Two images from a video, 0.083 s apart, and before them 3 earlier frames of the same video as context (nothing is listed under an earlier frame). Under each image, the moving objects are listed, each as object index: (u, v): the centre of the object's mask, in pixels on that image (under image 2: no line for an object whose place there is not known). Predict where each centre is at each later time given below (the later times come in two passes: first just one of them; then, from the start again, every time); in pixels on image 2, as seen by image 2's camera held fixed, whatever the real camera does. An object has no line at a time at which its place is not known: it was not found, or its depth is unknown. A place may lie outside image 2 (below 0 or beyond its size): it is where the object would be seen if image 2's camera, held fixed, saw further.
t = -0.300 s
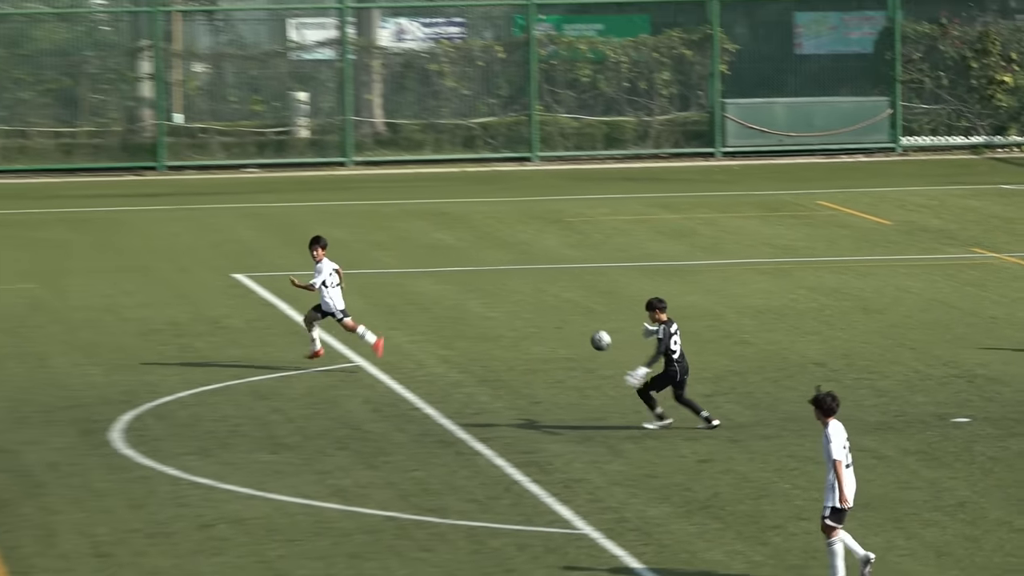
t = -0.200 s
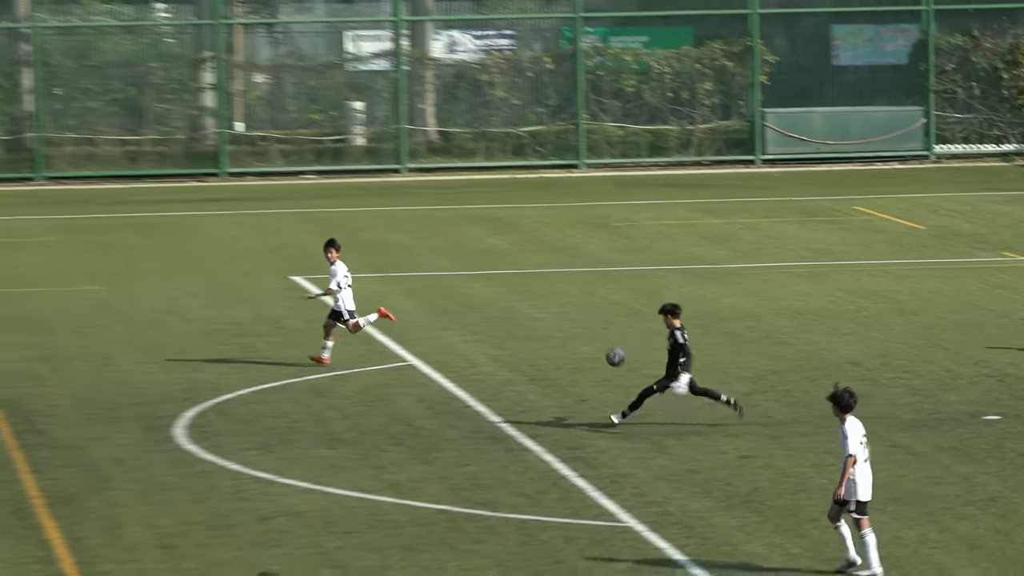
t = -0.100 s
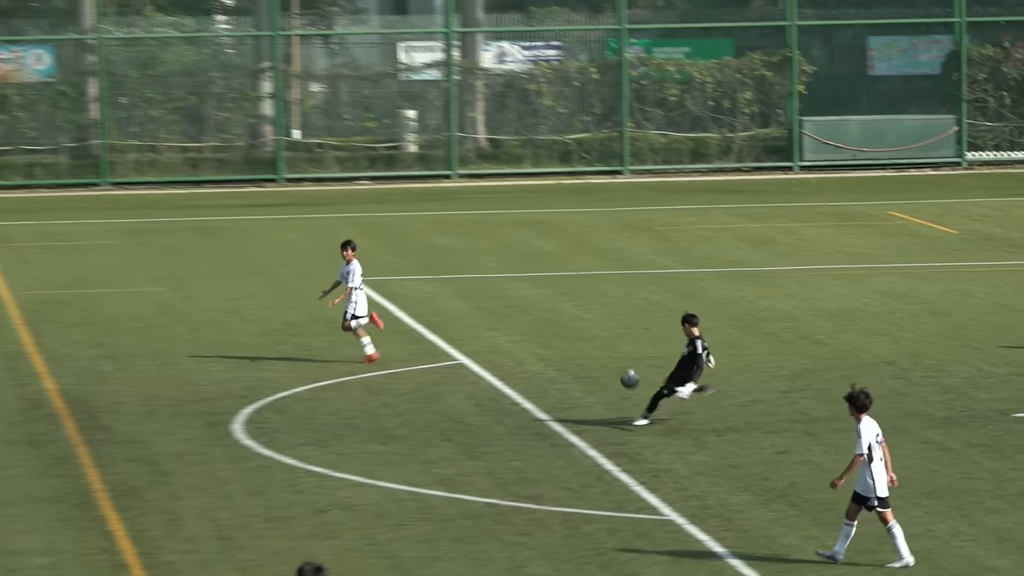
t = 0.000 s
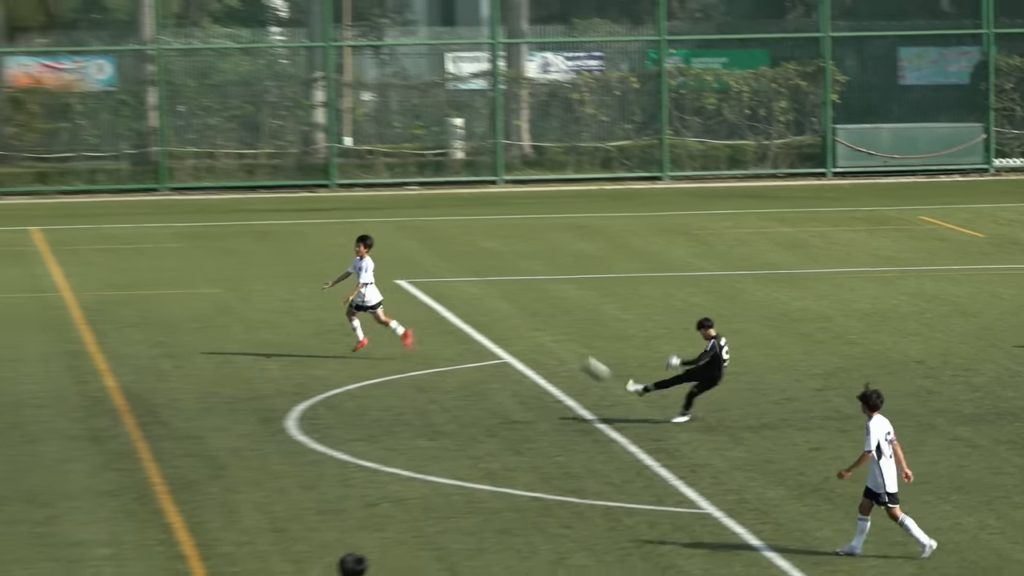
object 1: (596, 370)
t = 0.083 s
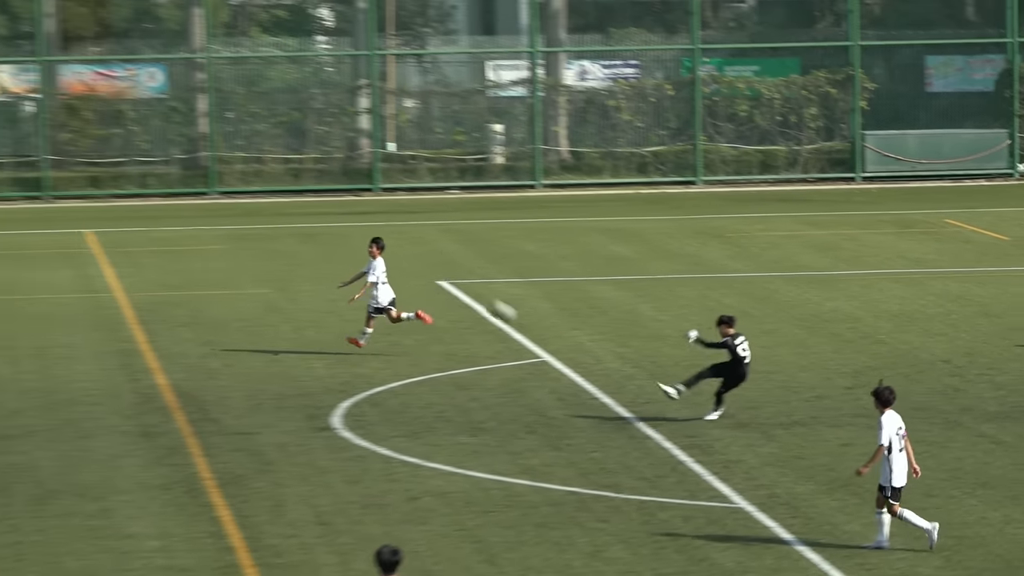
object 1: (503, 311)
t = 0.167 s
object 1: (369, 262)
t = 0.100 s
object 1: (477, 301)
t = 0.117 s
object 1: (447, 291)
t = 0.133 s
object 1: (422, 281)
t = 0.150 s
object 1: (395, 271)
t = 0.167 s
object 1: (369, 262)
